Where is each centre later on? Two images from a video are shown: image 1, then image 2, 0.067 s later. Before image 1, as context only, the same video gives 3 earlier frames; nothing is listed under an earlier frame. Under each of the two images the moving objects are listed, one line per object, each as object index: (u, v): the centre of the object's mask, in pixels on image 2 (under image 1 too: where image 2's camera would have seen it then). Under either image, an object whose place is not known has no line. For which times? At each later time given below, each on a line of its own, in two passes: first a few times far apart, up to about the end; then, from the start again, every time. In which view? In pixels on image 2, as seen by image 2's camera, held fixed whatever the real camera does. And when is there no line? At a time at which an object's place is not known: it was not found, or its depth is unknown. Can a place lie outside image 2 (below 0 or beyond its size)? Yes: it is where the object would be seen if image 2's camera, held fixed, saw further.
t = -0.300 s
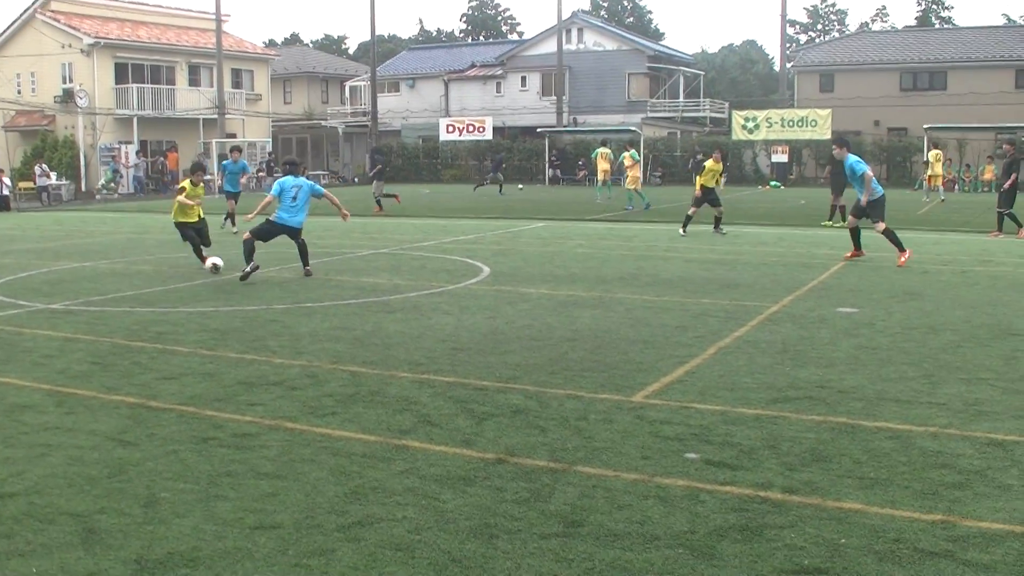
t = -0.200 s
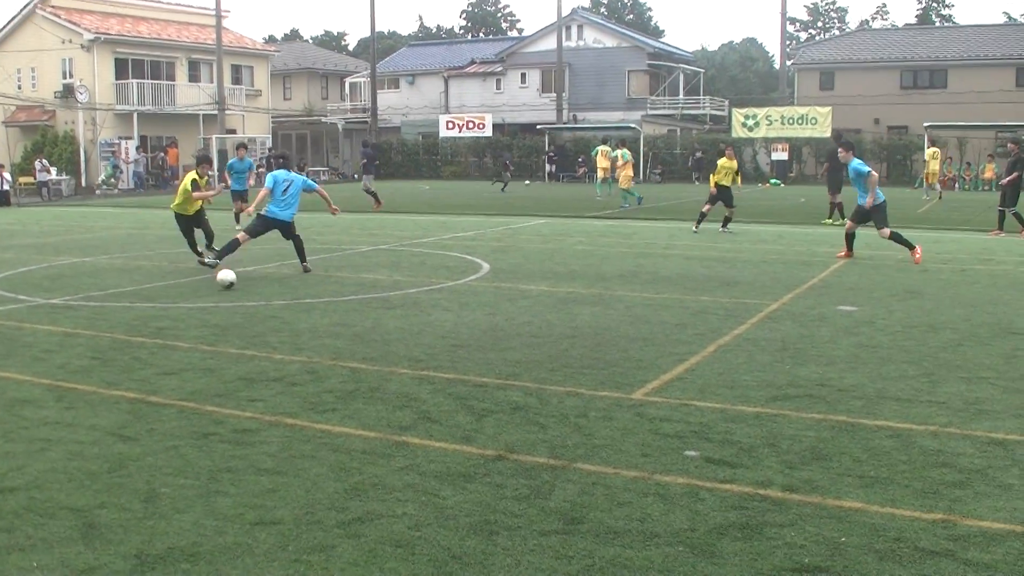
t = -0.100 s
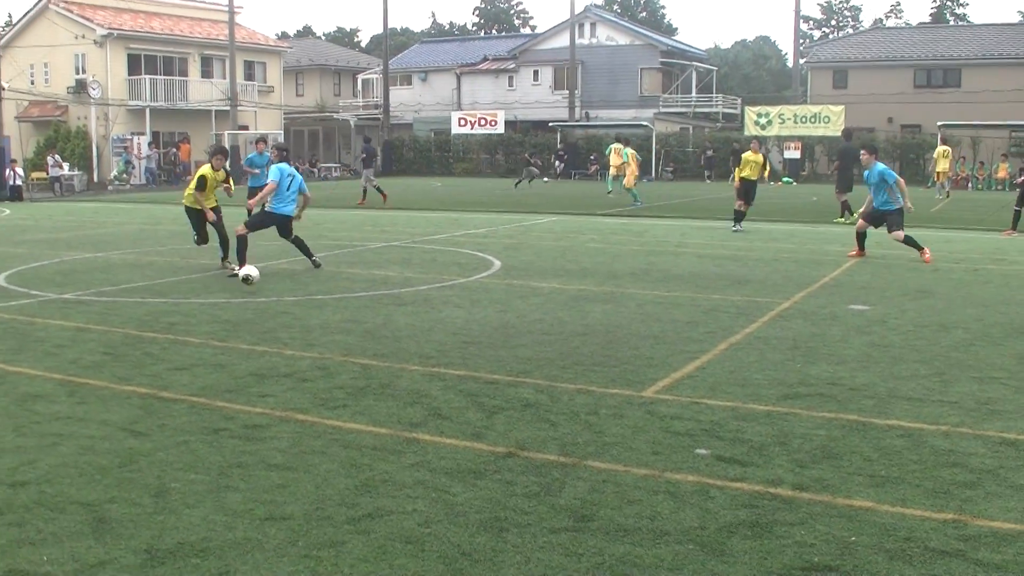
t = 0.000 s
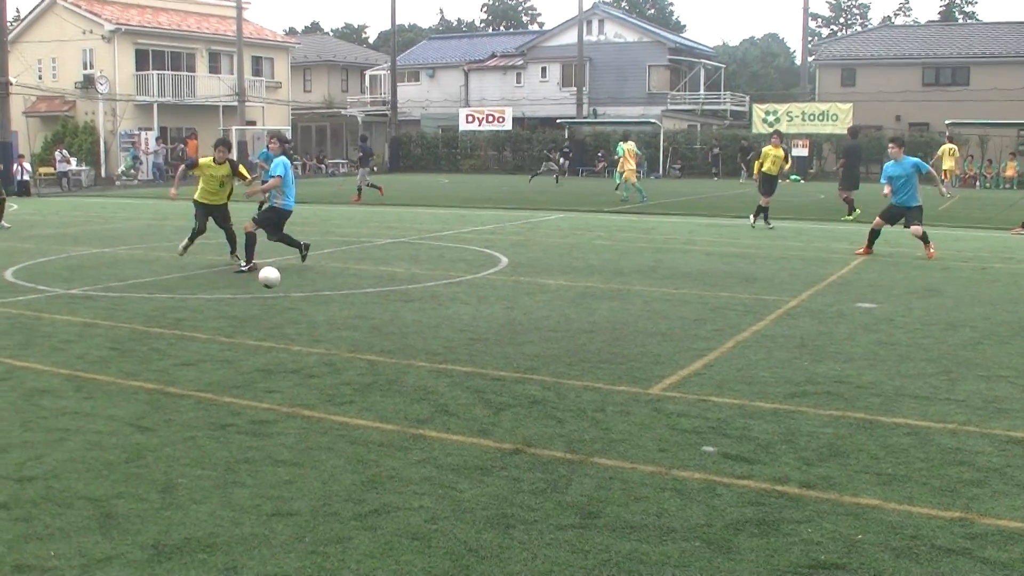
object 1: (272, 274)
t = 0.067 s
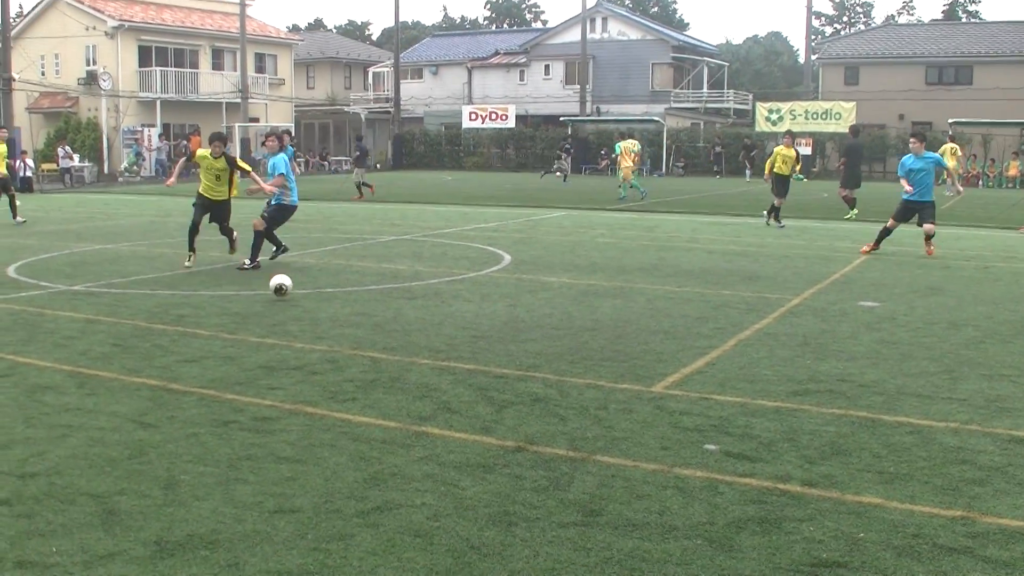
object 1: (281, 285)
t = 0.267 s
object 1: (311, 305)
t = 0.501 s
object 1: (354, 322)
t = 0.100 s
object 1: (285, 293)
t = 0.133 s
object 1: (290, 293)
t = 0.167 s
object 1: (295, 294)
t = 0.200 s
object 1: (300, 296)
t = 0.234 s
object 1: (305, 300)
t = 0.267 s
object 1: (311, 305)
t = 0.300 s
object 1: (316, 306)
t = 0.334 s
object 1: (322, 307)
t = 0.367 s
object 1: (328, 310)
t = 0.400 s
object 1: (334, 314)
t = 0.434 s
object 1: (340, 319)
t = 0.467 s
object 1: (347, 320)
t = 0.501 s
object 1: (354, 322)
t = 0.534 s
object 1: (361, 328)
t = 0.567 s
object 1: (367, 331)
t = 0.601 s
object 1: (374, 333)
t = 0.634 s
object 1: (382, 335)
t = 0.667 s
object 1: (390, 341)
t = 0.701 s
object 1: (397, 346)
